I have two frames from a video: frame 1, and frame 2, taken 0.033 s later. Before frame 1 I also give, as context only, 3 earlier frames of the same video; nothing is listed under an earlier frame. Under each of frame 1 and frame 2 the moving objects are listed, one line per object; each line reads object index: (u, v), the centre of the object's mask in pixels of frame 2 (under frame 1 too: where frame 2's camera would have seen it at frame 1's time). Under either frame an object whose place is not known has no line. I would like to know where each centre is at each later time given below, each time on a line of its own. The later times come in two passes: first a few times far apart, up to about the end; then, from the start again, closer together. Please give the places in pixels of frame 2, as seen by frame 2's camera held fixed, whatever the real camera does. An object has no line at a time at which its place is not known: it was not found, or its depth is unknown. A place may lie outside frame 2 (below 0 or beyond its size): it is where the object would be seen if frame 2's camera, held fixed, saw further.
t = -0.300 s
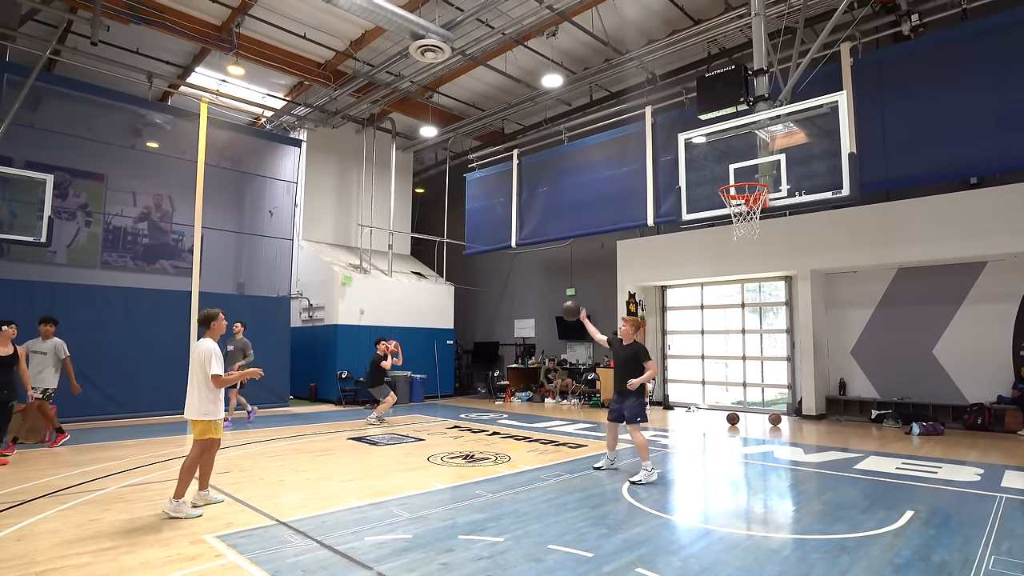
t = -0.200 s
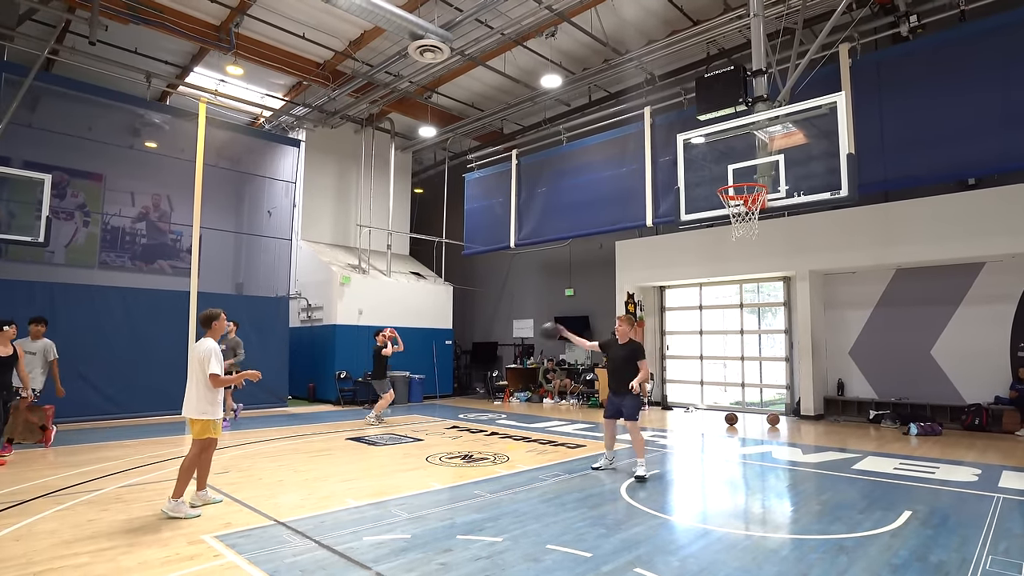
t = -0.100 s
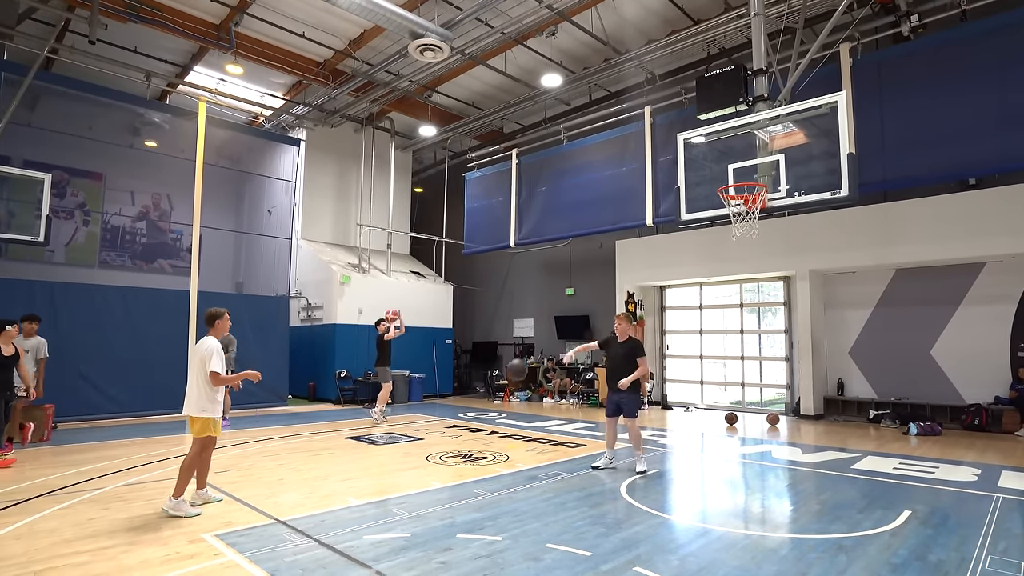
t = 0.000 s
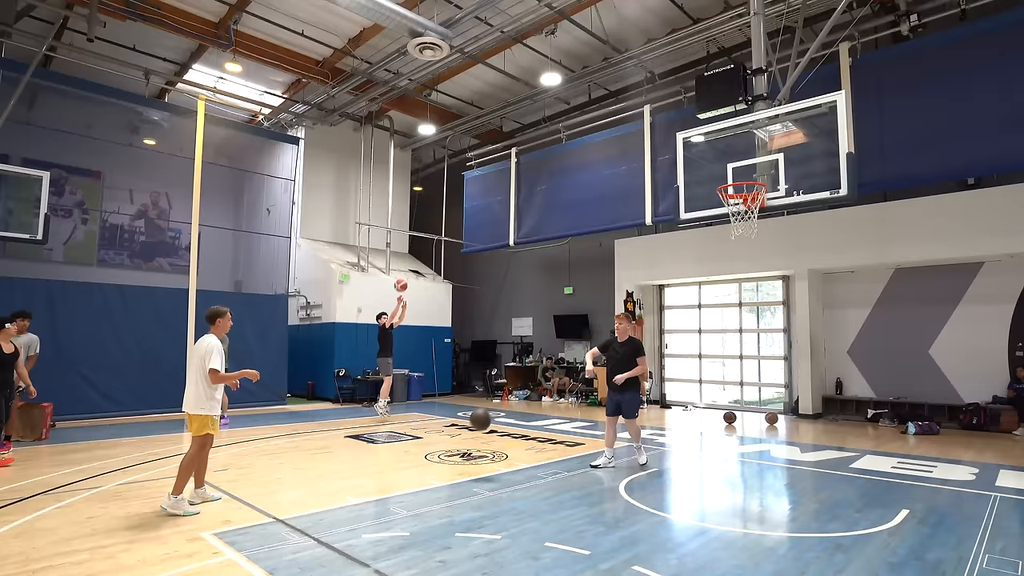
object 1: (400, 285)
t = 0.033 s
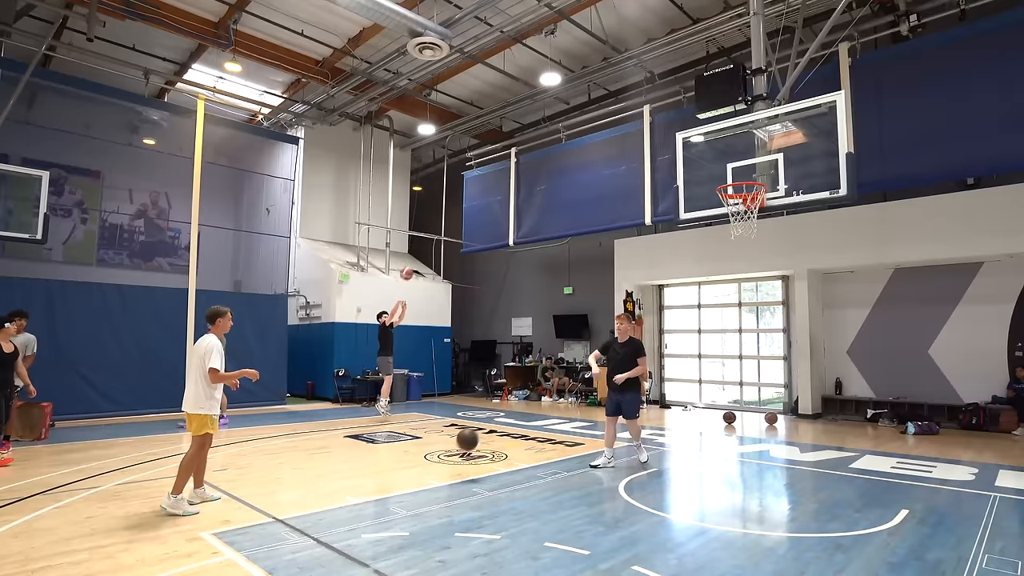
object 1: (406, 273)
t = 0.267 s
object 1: (453, 201)
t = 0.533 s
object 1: (514, 144)
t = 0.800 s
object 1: (590, 123)
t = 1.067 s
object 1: (689, 156)
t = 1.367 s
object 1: (785, 216)
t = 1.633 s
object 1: (831, 286)
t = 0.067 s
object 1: (413, 262)
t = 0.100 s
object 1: (419, 251)
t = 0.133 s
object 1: (426, 240)
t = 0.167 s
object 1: (432, 229)
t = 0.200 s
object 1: (439, 220)
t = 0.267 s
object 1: (453, 201)
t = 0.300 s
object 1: (459, 192)
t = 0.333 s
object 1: (467, 184)
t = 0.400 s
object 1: (481, 168)
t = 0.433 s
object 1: (489, 161)
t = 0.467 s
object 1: (498, 155)
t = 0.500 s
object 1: (506, 150)
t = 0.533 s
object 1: (514, 144)
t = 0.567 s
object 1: (523, 140)
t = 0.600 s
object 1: (532, 136)
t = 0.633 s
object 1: (541, 131)
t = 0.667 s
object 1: (550, 129)
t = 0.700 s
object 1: (559, 127)
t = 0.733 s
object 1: (569, 125)
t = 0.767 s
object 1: (580, 124)
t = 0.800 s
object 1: (590, 123)
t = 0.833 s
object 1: (600, 124)
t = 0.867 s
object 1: (612, 126)
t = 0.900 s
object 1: (624, 129)
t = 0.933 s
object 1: (636, 132)
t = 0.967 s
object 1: (649, 136)
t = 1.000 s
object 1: (662, 142)
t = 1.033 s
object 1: (676, 148)
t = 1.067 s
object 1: (689, 156)
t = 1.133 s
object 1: (719, 176)
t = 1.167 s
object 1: (735, 186)
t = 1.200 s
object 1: (751, 201)
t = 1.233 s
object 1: (765, 207)
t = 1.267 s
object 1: (770, 209)
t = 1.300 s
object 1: (775, 210)
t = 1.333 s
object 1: (779, 212)
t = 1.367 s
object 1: (785, 216)
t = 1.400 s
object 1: (790, 220)
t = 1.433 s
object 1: (796, 227)
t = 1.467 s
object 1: (802, 233)
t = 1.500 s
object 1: (808, 241)
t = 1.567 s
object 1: (819, 261)
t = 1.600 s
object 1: (825, 273)
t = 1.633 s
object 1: (831, 286)
